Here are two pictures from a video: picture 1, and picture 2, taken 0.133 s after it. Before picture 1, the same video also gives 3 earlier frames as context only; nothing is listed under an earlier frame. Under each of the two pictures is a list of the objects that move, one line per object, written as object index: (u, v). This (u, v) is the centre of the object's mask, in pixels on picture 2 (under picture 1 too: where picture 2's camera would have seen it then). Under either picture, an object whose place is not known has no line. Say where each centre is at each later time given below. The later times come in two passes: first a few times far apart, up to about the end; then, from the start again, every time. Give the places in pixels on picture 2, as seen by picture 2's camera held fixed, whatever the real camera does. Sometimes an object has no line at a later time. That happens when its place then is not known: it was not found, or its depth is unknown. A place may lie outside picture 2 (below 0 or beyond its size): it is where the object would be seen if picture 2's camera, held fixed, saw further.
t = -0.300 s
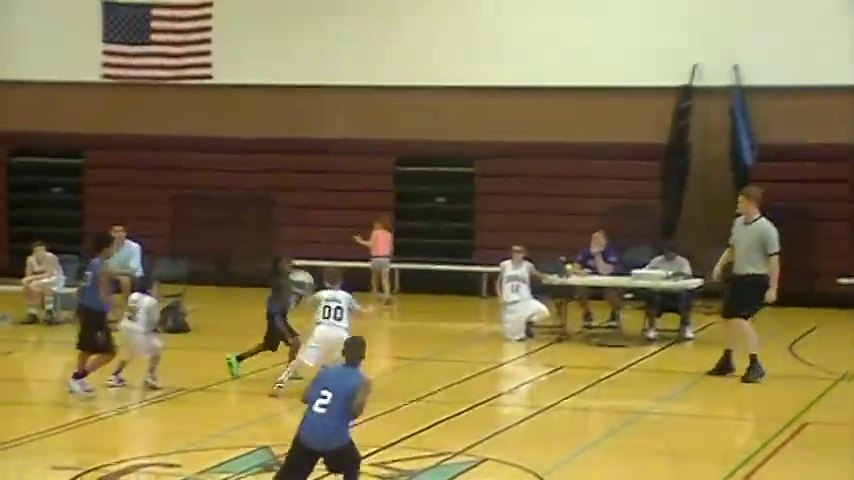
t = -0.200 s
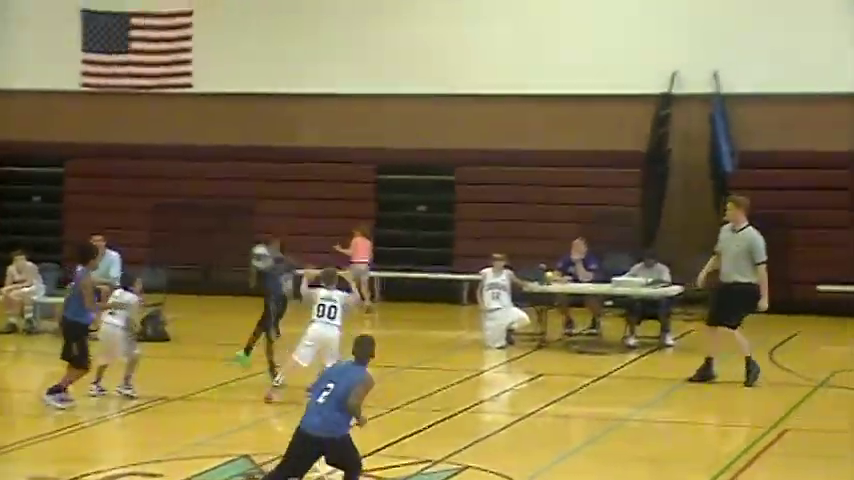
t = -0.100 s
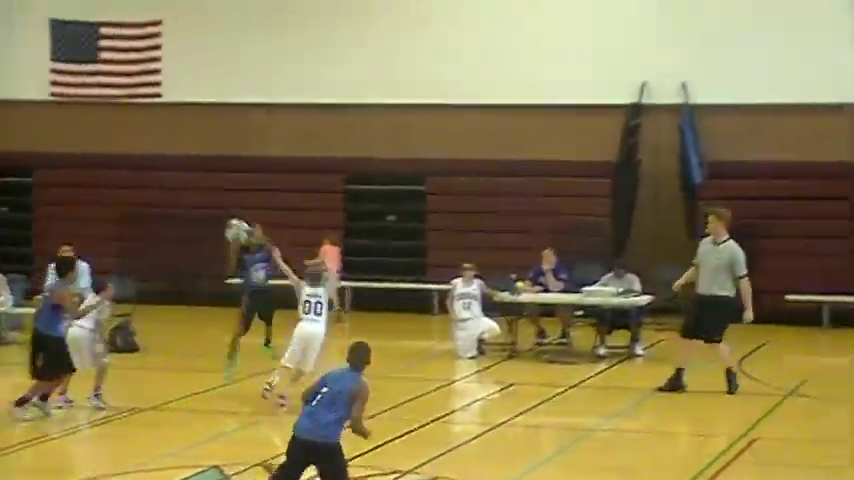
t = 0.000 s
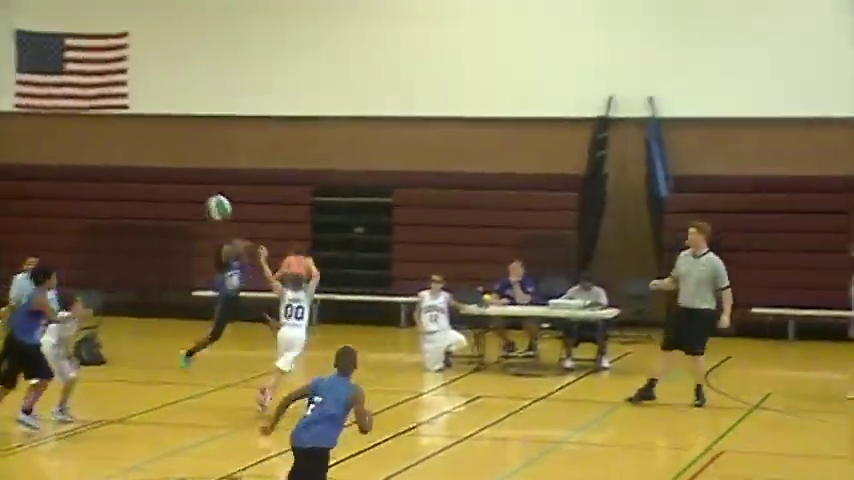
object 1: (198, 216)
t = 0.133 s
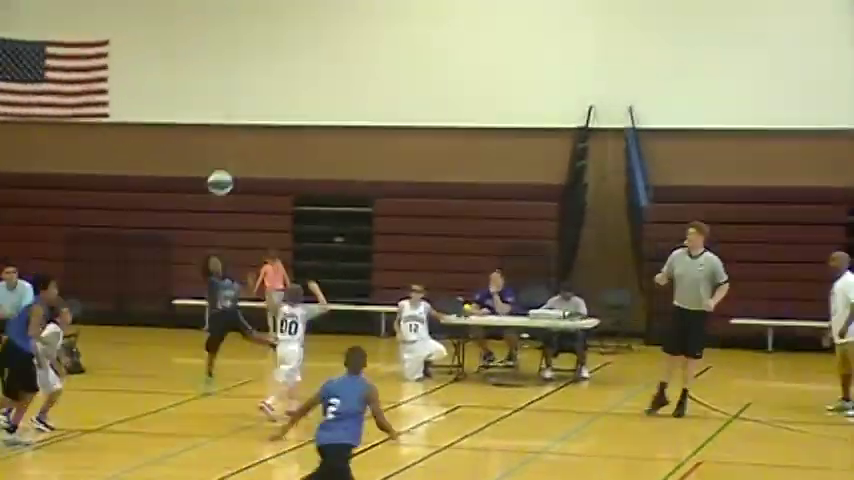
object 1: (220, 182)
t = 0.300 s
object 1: (248, 163)
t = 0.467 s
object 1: (282, 174)
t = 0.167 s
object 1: (225, 176)
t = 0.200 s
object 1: (231, 171)
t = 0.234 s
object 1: (236, 167)
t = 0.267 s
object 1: (242, 164)
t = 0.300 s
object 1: (248, 163)
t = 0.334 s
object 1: (254, 163)
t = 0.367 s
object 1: (261, 163)
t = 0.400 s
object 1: (266, 166)
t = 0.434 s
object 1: (273, 168)
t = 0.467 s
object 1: (282, 174)
